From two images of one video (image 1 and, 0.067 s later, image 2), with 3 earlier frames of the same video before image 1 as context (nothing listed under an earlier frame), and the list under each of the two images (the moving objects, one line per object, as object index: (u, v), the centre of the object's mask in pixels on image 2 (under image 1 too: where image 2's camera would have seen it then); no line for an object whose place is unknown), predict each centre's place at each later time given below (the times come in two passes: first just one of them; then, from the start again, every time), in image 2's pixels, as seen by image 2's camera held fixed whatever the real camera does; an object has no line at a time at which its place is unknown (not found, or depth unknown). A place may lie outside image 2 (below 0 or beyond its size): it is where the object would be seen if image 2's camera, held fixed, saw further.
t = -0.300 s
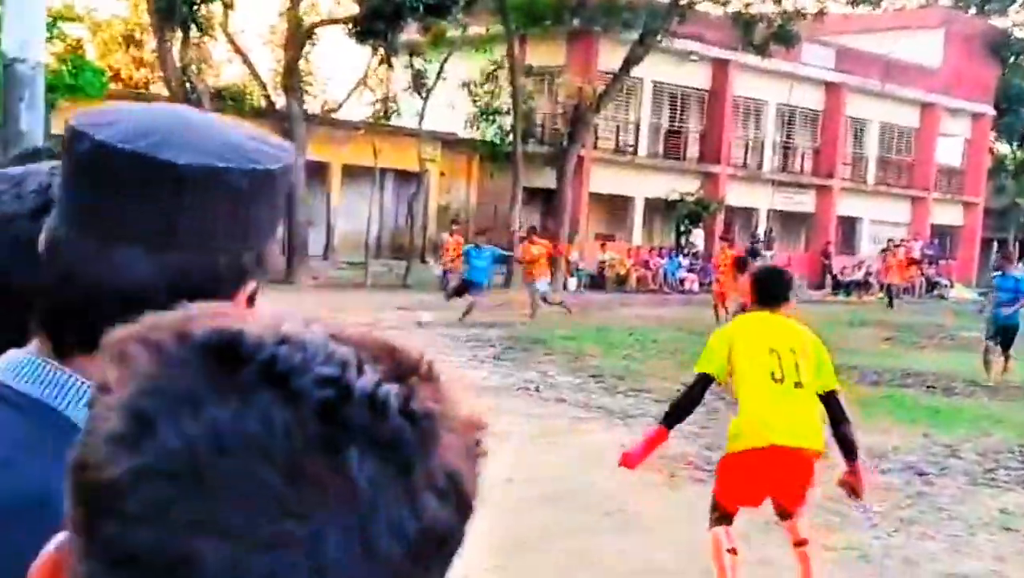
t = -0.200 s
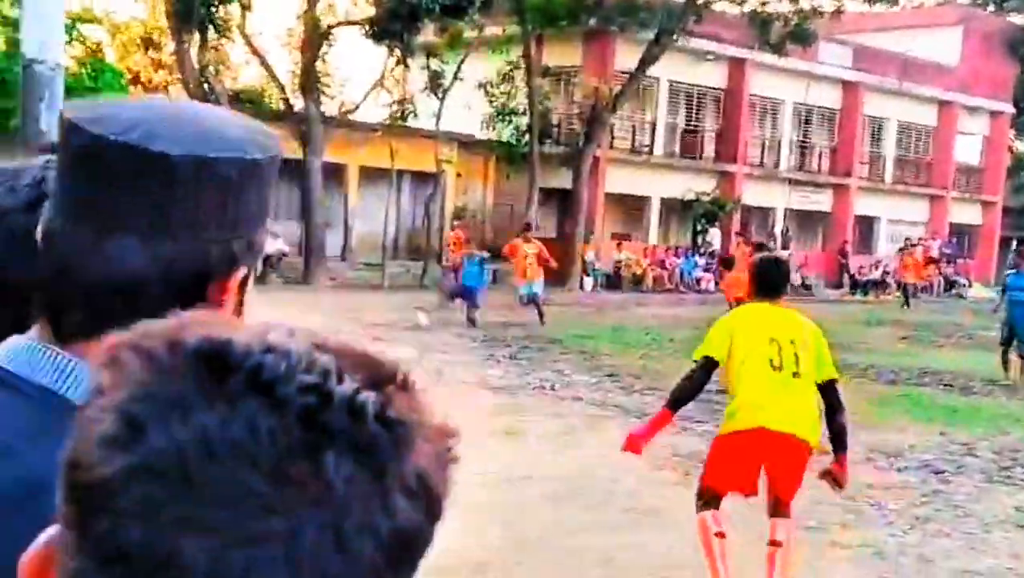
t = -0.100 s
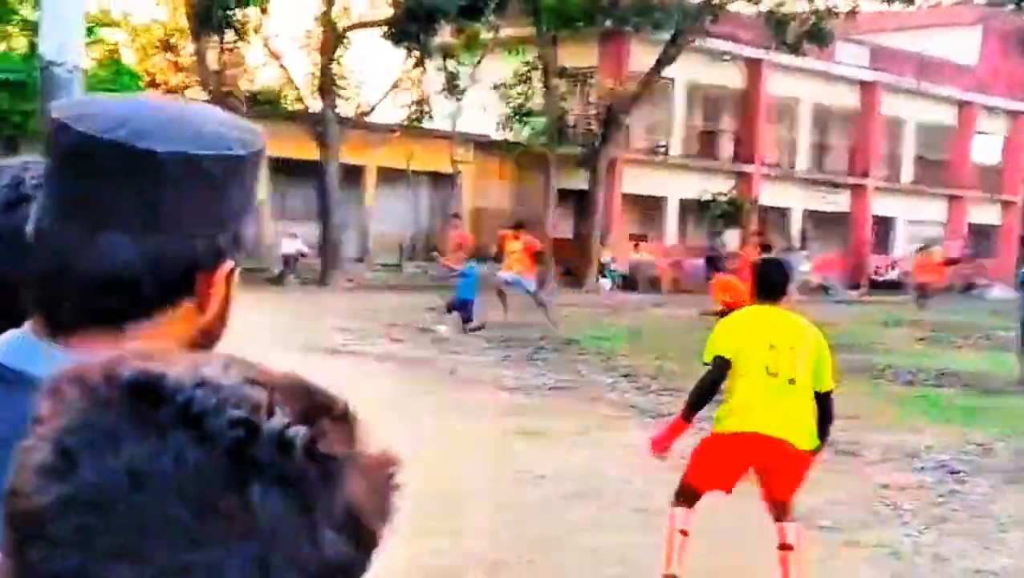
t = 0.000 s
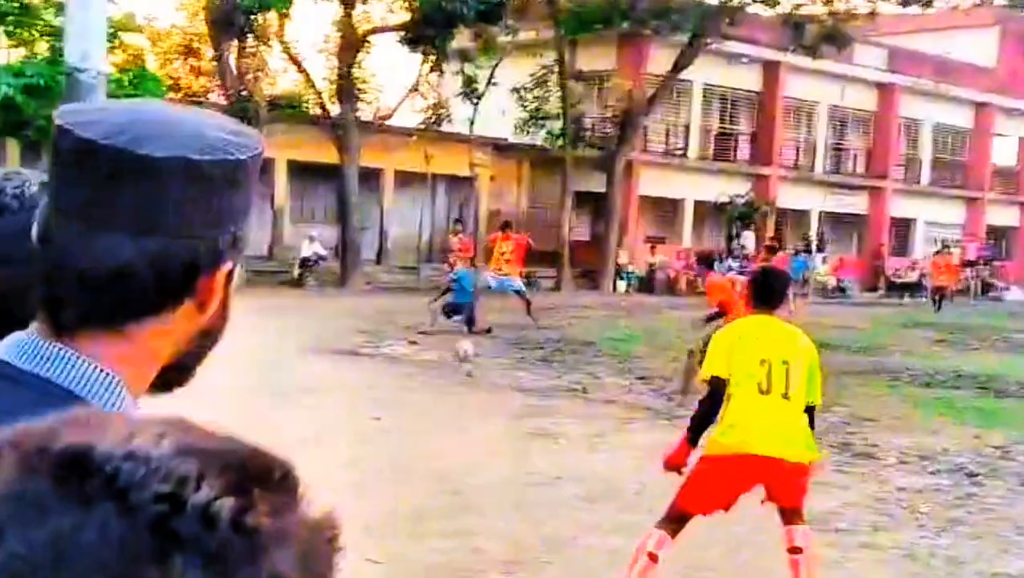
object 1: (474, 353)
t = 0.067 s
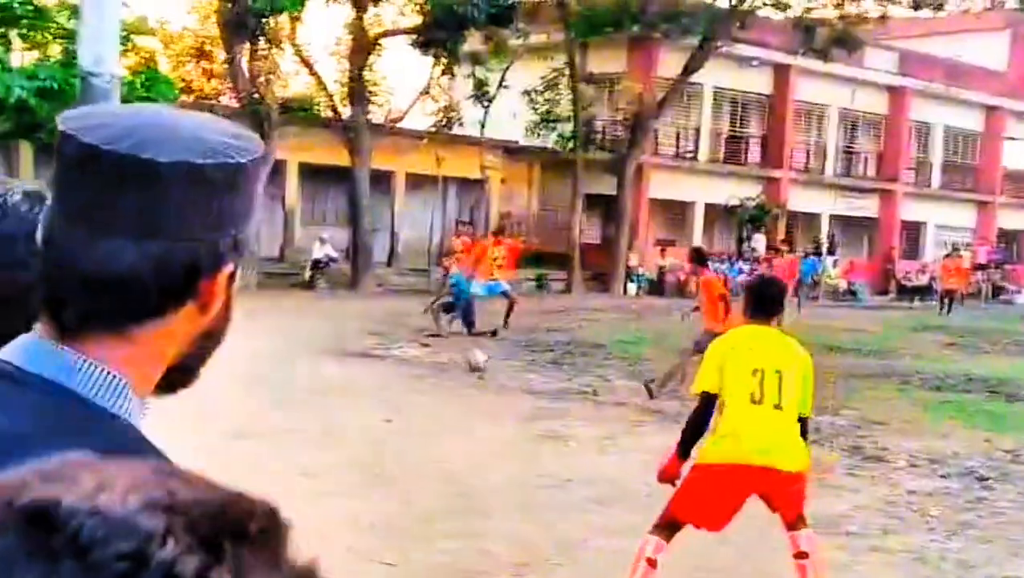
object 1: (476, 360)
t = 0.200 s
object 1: (485, 373)
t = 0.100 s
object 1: (481, 366)
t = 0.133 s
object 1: (482, 367)
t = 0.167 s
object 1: (484, 370)
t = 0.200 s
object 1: (485, 373)
